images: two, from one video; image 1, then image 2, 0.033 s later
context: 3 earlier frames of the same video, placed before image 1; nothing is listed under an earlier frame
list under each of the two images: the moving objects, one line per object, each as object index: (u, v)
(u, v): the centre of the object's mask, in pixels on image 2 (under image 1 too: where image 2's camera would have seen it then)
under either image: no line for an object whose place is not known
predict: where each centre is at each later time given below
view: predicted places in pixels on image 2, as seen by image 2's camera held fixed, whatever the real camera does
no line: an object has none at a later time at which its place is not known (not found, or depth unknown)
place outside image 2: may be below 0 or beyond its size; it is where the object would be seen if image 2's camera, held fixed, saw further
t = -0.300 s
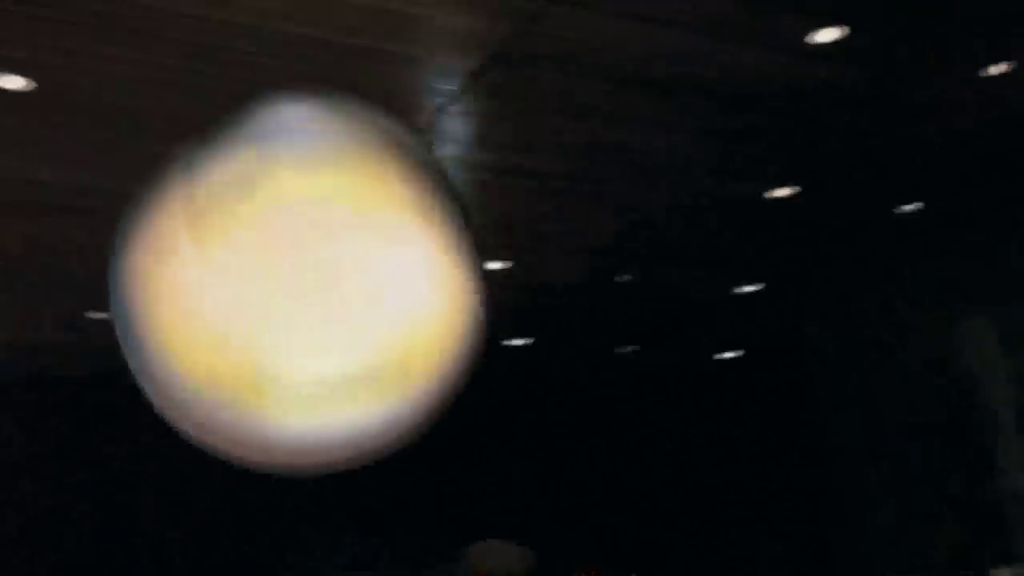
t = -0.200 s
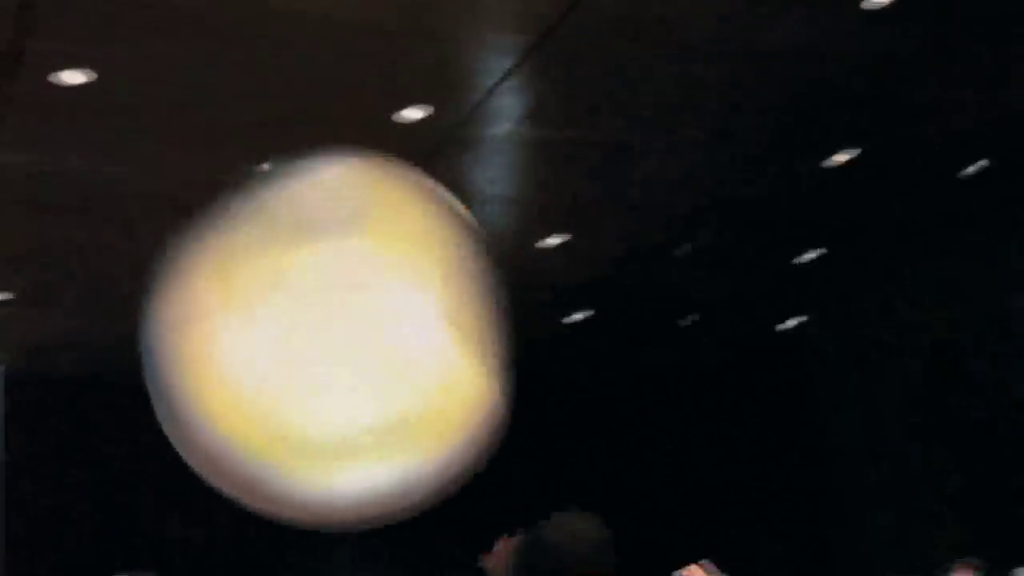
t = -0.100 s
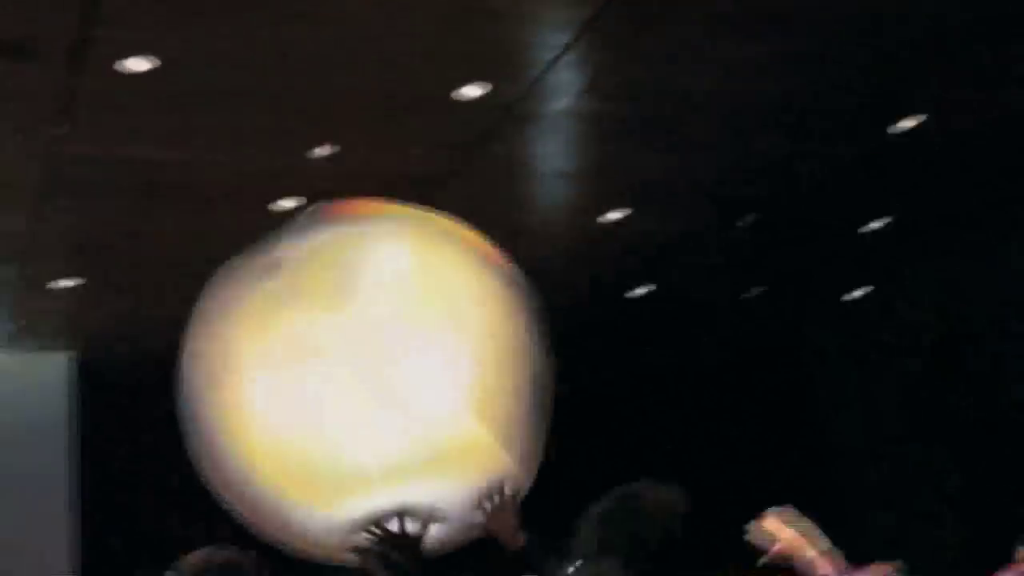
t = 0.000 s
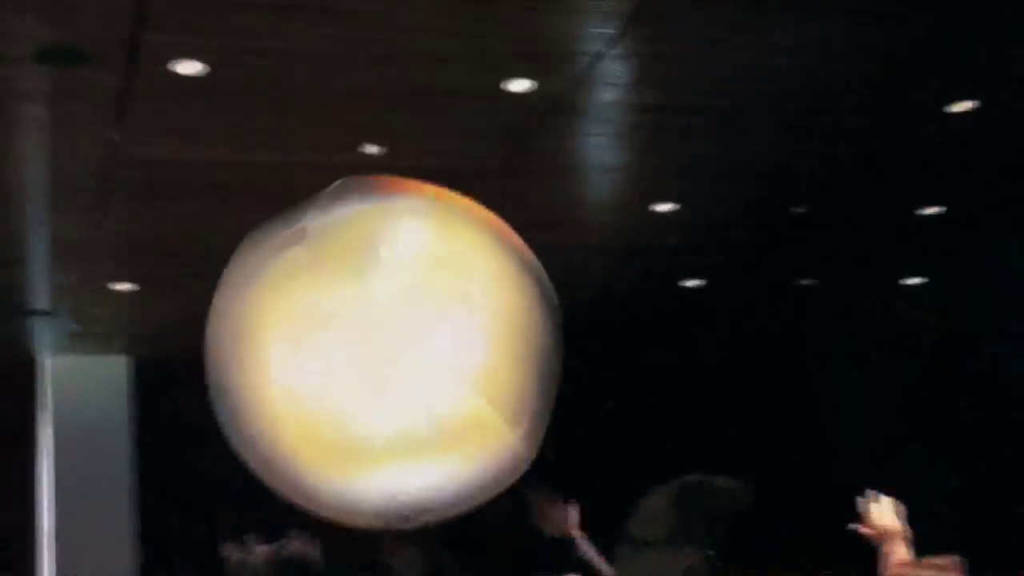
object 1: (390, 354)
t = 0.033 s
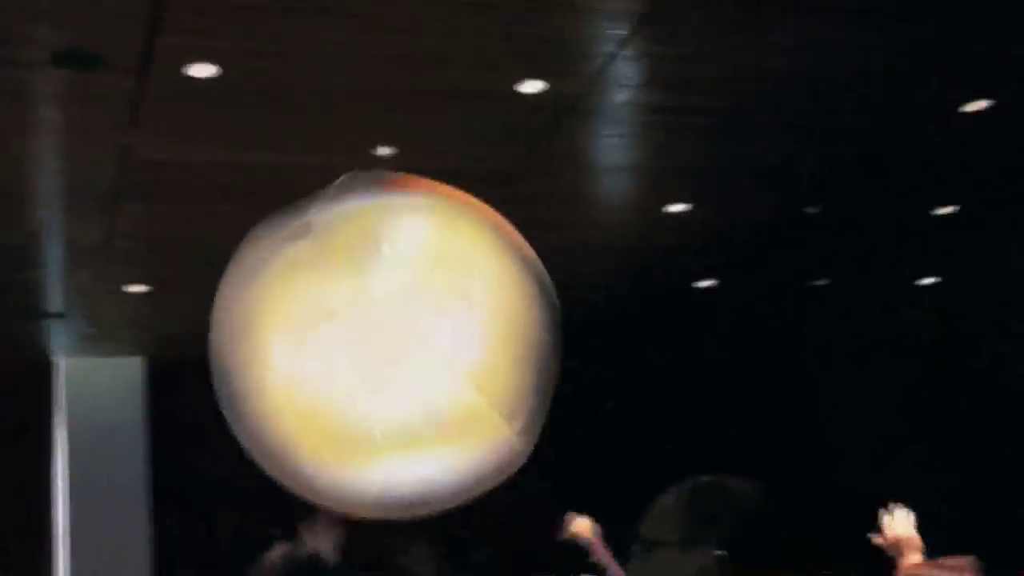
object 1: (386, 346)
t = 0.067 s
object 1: (380, 342)
